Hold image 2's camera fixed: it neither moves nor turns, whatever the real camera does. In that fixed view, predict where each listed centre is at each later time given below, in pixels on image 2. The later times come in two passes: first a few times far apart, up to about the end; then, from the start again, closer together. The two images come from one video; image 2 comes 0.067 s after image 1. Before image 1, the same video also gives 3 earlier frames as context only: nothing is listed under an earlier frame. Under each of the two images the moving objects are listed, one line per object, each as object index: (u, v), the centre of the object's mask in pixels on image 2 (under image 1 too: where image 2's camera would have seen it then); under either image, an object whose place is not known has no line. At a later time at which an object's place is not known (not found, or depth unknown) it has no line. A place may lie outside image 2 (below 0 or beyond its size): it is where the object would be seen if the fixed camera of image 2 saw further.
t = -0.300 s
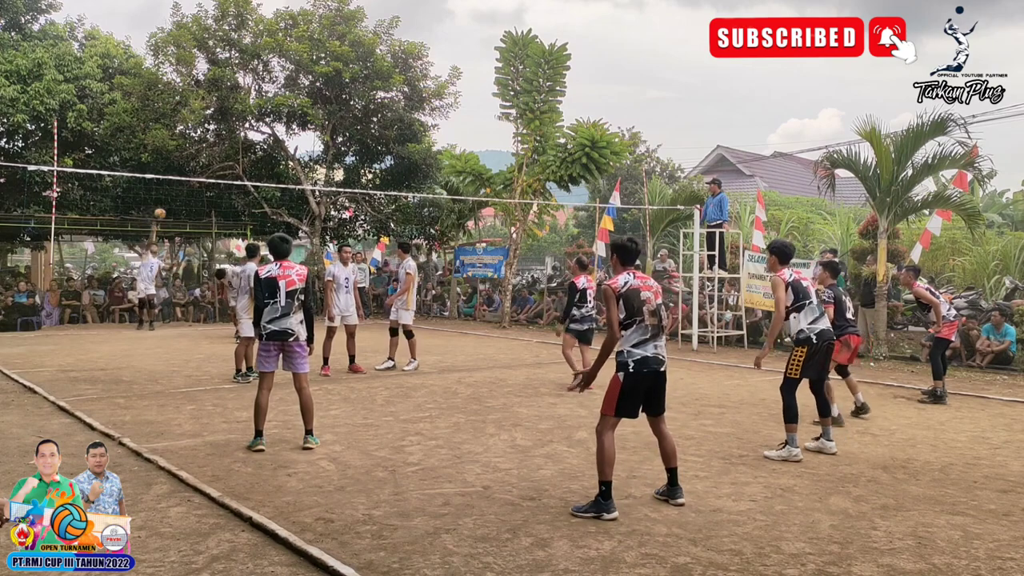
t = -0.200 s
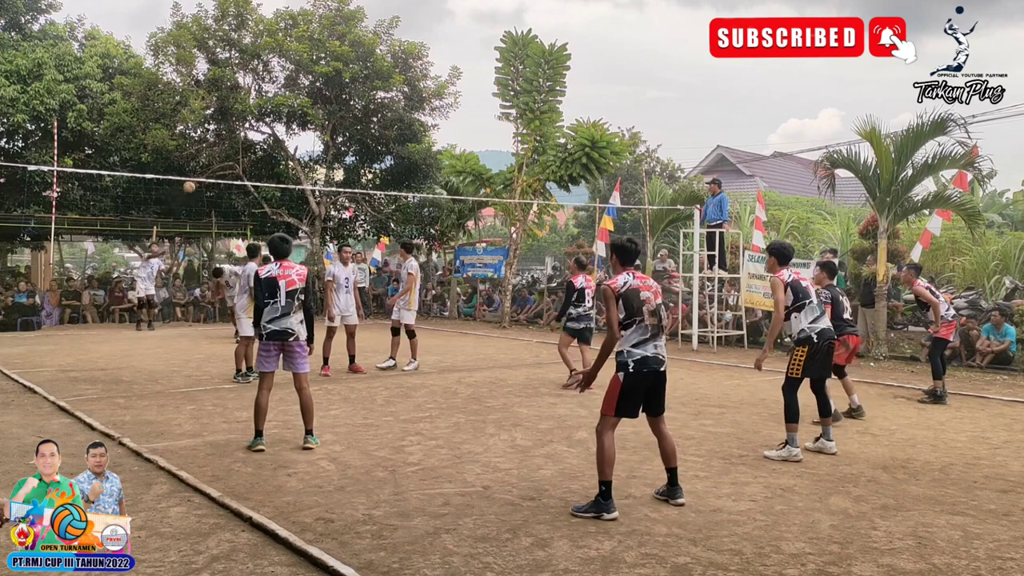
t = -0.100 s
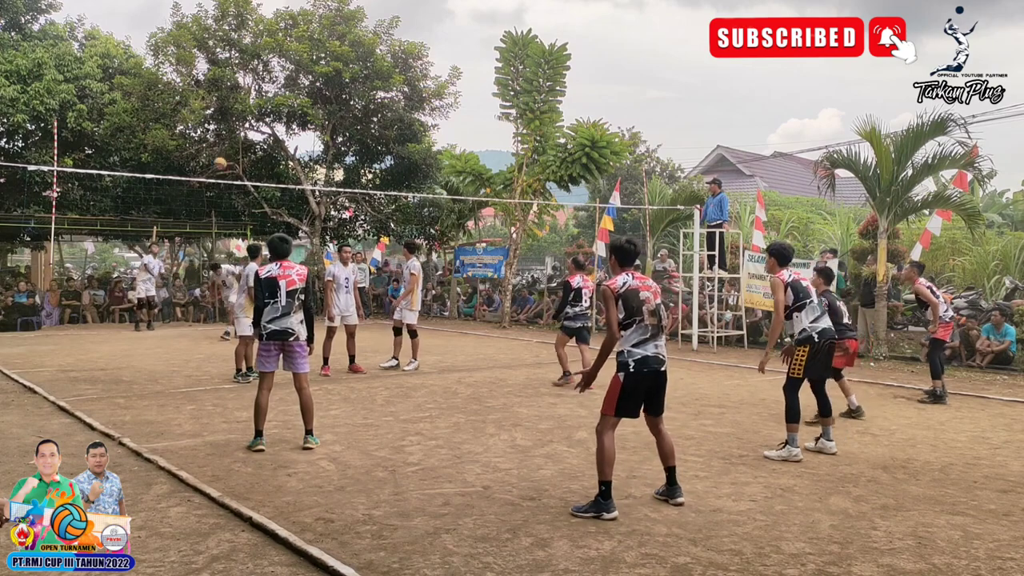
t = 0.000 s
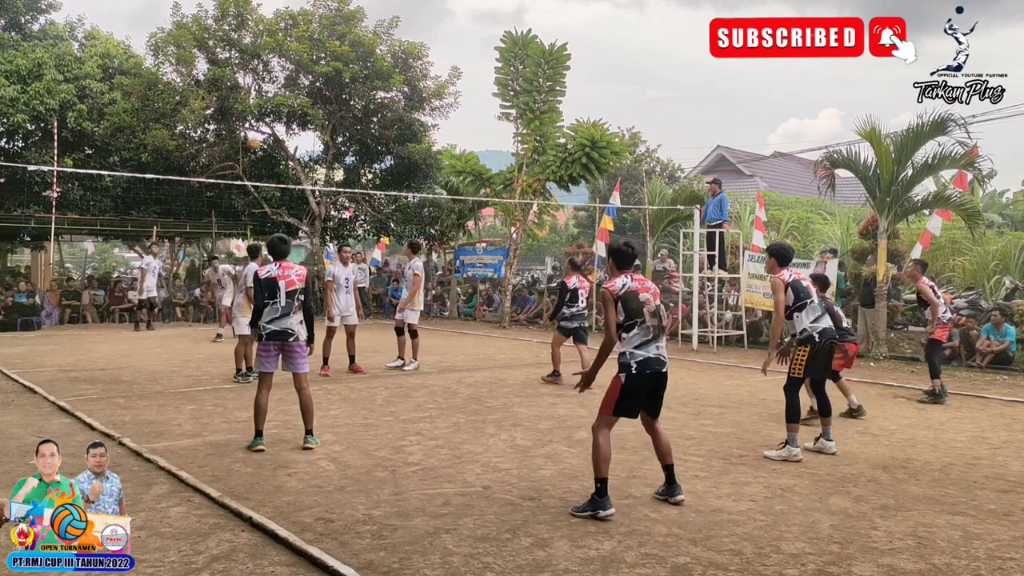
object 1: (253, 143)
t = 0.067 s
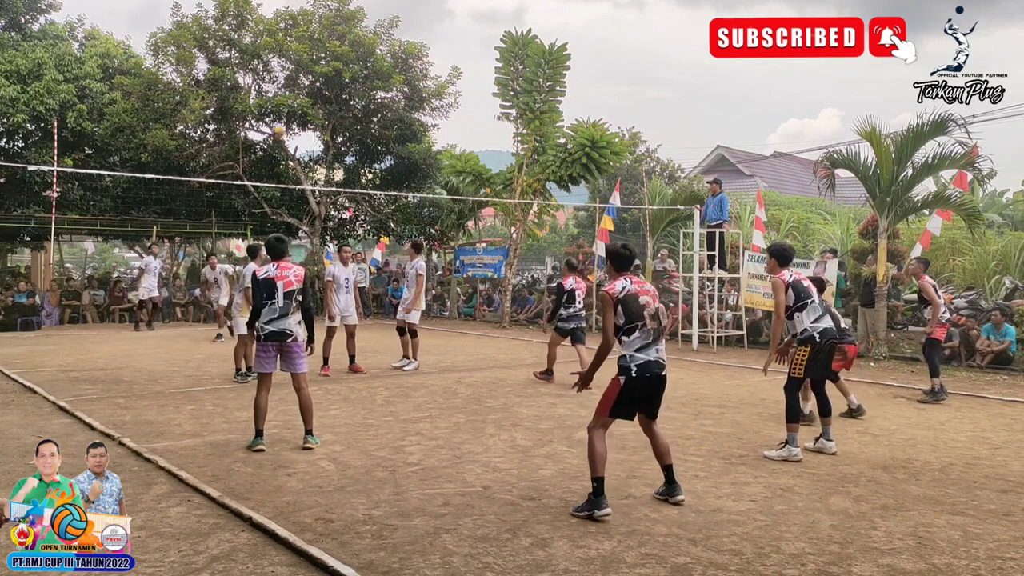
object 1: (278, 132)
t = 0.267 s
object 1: (365, 113)
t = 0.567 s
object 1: (542, 143)
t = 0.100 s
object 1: (291, 127)
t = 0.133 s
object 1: (305, 123)
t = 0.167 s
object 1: (319, 120)
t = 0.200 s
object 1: (333, 117)
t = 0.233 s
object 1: (348, 115)
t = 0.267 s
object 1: (365, 113)
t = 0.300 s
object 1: (381, 112)
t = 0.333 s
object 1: (399, 112)
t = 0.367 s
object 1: (416, 114)
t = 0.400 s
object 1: (435, 117)
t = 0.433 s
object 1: (454, 119)
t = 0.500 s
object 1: (495, 129)
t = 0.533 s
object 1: (517, 136)
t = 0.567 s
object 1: (542, 143)
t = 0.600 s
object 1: (566, 151)
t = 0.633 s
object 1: (590, 162)
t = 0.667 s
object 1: (617, 174)
